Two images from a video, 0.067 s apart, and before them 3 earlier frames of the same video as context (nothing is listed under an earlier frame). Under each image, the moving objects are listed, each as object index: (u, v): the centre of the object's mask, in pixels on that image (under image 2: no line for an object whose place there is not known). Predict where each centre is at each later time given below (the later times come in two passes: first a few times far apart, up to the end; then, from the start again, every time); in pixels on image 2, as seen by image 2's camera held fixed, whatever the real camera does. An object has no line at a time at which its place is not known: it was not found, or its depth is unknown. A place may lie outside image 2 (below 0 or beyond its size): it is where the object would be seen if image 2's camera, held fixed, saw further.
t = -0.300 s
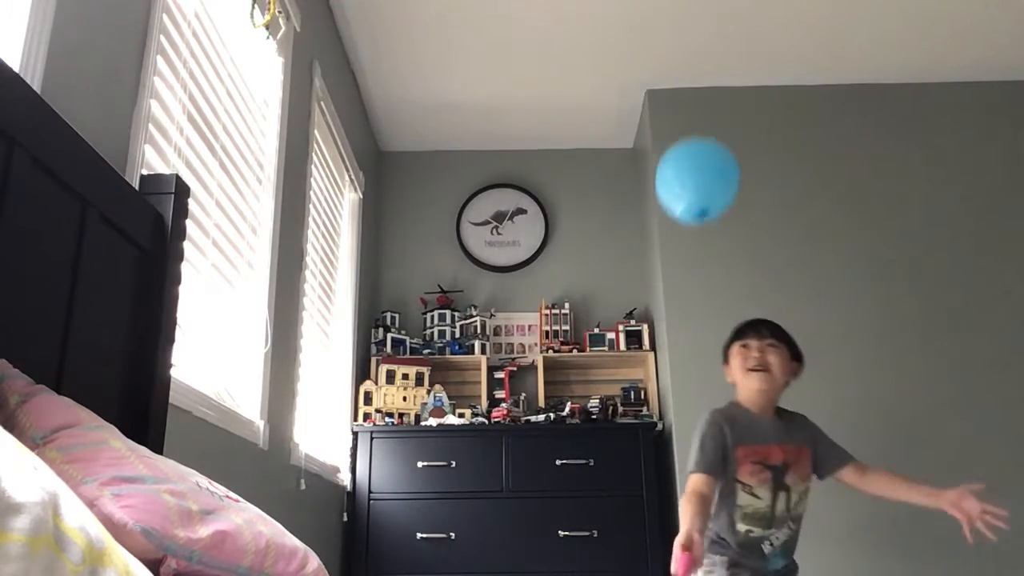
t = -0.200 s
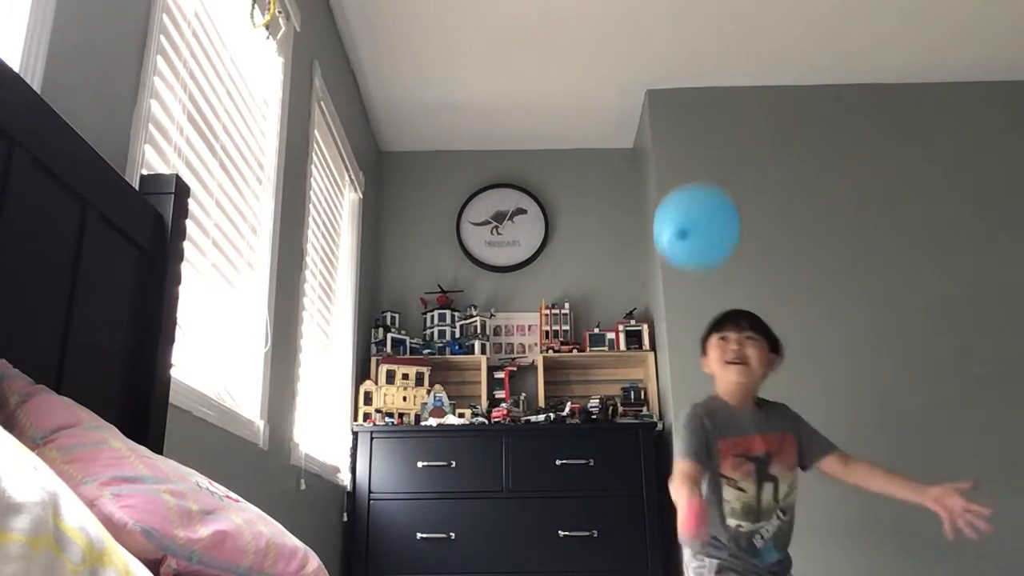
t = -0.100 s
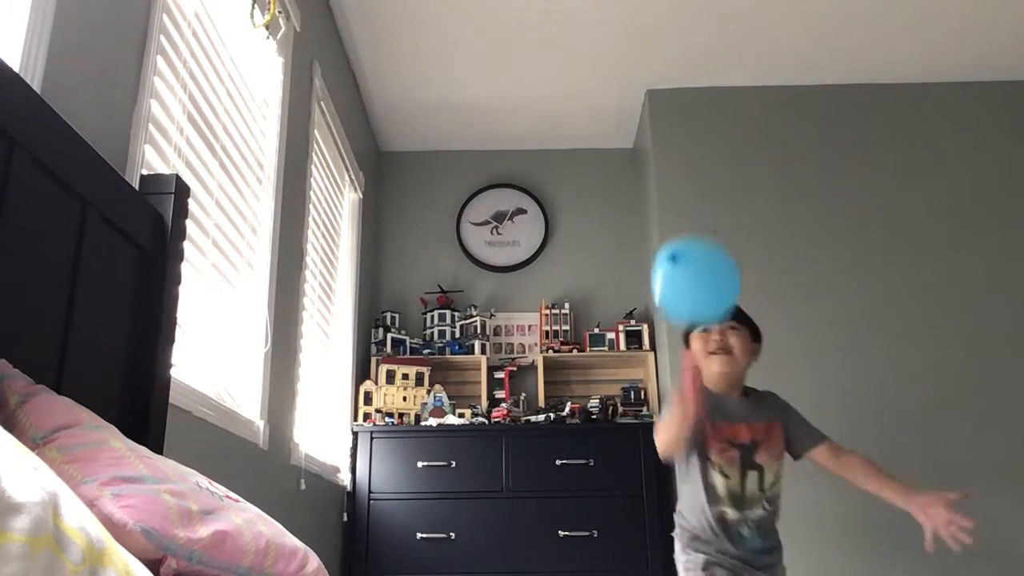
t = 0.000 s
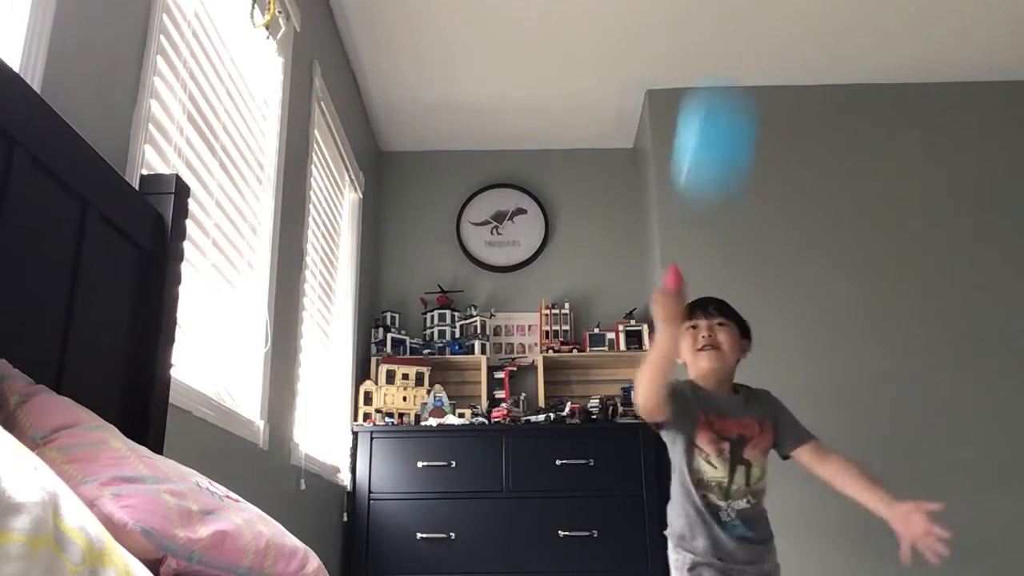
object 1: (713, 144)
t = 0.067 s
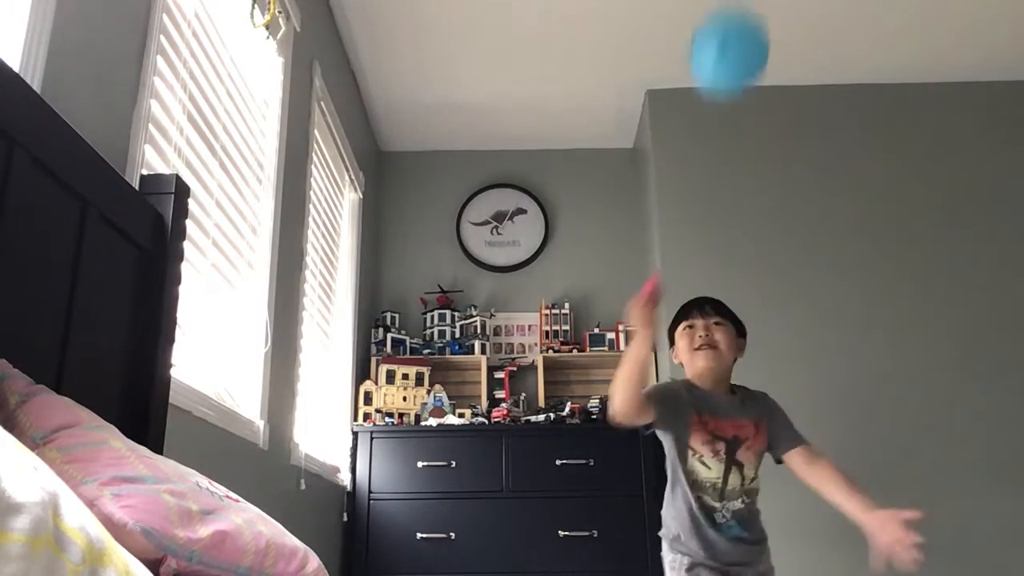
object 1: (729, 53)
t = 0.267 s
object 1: (743, 15)
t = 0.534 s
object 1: (754, 25)
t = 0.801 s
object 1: (770, 96)
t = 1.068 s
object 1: (792, 208)
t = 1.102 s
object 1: (795, 223)
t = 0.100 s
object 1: (733, 32)
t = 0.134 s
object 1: (737, 24)
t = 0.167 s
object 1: (739, 20)
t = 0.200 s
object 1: (741, 17)
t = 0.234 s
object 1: (743, 16)
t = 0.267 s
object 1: (743, 15)
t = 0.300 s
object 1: (745, 15)
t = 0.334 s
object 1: (746, 15)
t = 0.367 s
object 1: (747, 16)
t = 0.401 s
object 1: (748, 17)
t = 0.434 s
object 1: (750, 18)
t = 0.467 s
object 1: (751, 20)
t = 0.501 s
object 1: (753, 22)
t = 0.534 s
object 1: (754, 25)
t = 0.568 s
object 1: (756, 29)
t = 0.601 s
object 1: (758, 34)
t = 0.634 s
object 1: (759, 42)
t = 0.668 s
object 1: (761, 51)
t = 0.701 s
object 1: (763, 61)
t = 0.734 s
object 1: (765, 71)
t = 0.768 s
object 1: (767, 83)
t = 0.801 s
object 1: (770, 96)
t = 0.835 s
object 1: (772, 108)
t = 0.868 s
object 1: (775, 121)
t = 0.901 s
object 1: (777, 135)
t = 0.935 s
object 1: (780, 149)
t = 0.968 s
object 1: (782, 164)
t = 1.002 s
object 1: (786, 179)
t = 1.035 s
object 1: (789, 194)
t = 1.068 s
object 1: (792, 208)
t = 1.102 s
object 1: (795, 223)
